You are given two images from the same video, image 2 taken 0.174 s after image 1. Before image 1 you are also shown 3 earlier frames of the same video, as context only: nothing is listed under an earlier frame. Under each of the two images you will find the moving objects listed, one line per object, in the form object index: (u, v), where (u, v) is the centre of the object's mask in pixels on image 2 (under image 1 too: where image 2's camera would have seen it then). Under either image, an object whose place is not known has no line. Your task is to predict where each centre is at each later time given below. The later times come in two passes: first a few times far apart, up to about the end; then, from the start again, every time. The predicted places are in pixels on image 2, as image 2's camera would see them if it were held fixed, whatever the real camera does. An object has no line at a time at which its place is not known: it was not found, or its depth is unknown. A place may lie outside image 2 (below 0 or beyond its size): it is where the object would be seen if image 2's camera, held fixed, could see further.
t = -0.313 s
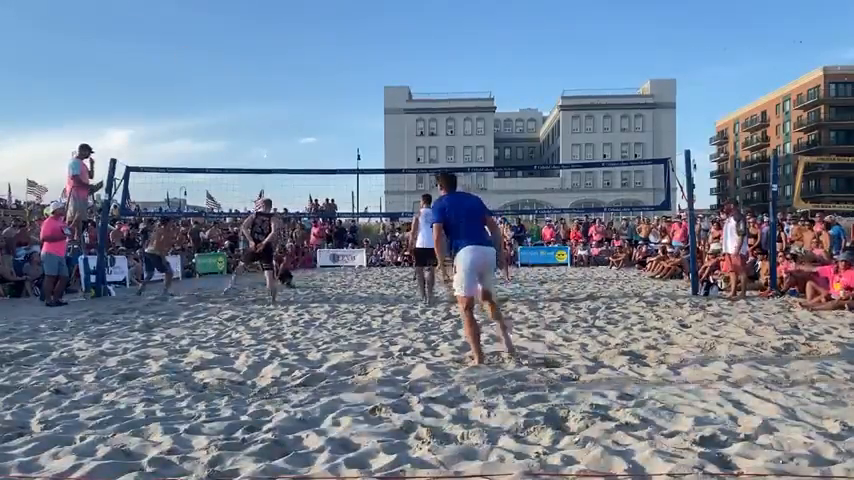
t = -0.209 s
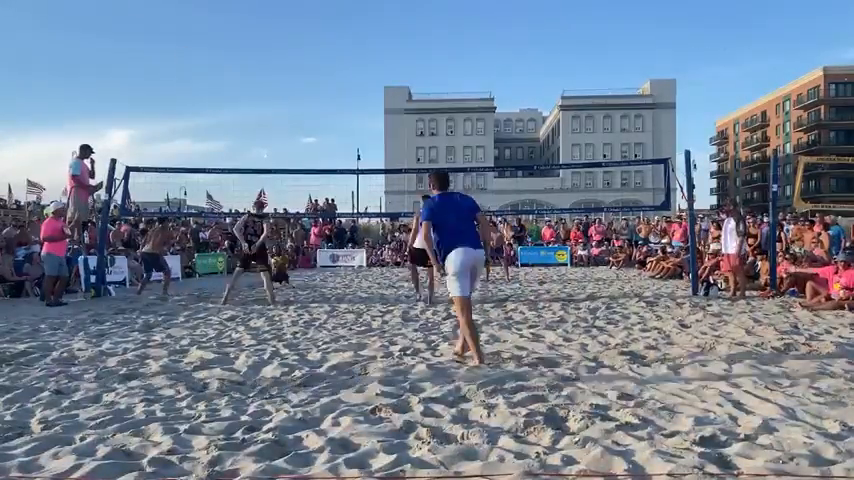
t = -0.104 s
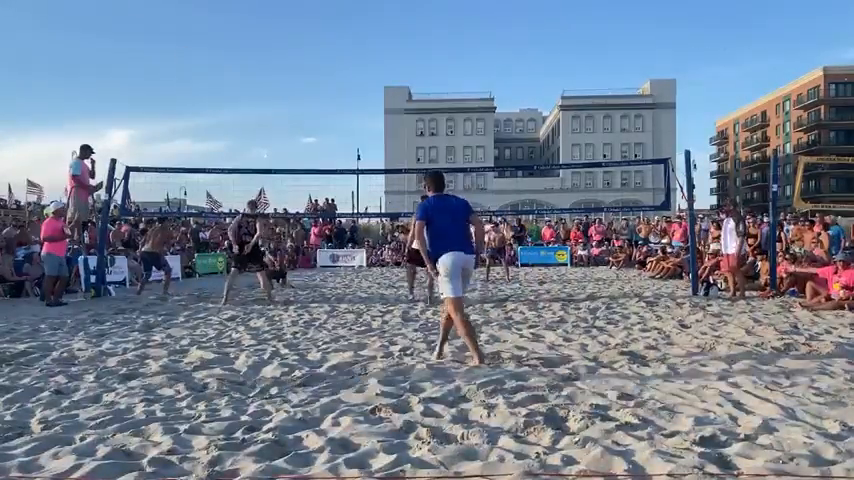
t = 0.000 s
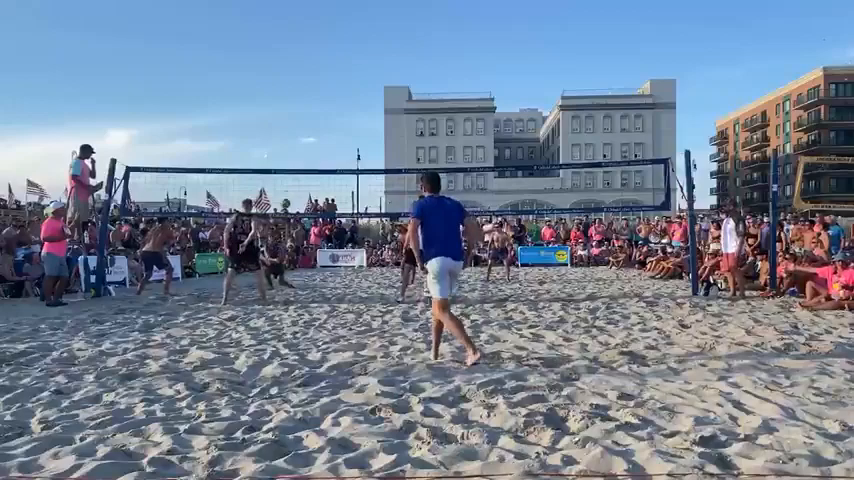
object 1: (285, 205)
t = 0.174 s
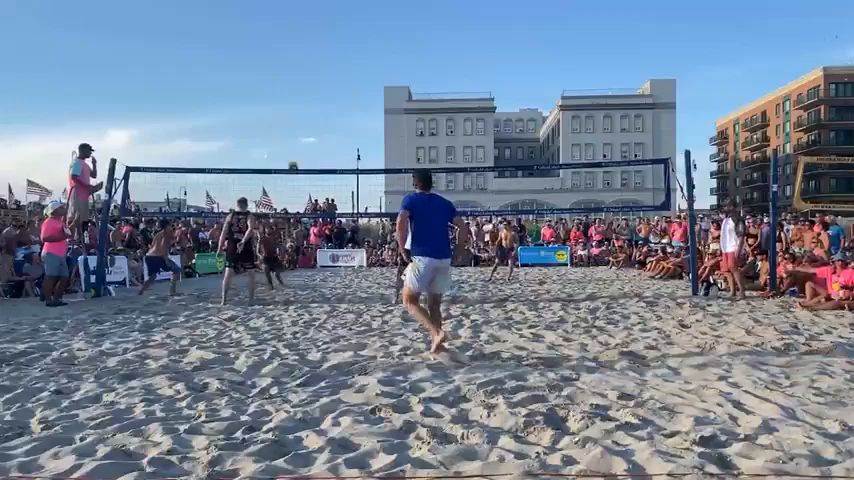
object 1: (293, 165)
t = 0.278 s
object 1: (297, 149)
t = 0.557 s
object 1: (310, 125)
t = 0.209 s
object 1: (294, 160)
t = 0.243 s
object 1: (296, 154)
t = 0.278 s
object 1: (297, 149)
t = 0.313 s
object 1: (299, 145)
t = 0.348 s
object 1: (300, 140)
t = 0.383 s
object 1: (302, 136)
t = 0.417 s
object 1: (304, 133)
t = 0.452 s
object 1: (305, 130)
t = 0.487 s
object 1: (307, 128)
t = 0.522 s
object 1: (308, 127)
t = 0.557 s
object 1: (310, 125)
